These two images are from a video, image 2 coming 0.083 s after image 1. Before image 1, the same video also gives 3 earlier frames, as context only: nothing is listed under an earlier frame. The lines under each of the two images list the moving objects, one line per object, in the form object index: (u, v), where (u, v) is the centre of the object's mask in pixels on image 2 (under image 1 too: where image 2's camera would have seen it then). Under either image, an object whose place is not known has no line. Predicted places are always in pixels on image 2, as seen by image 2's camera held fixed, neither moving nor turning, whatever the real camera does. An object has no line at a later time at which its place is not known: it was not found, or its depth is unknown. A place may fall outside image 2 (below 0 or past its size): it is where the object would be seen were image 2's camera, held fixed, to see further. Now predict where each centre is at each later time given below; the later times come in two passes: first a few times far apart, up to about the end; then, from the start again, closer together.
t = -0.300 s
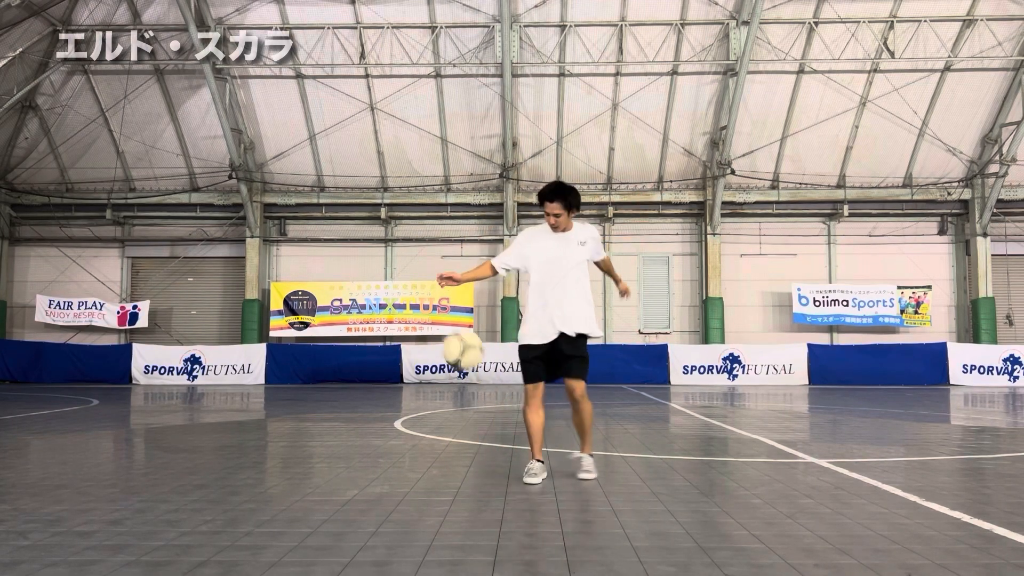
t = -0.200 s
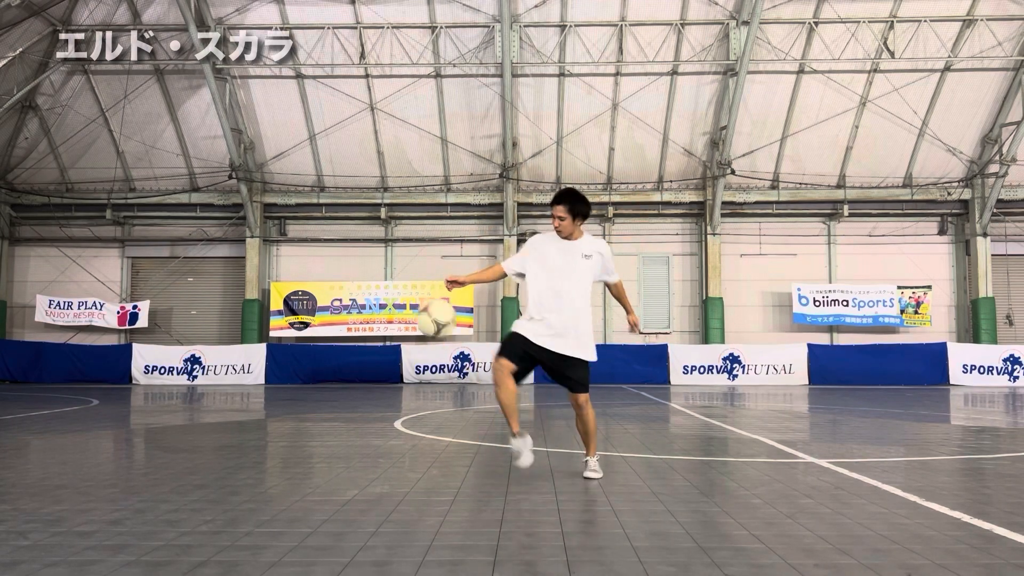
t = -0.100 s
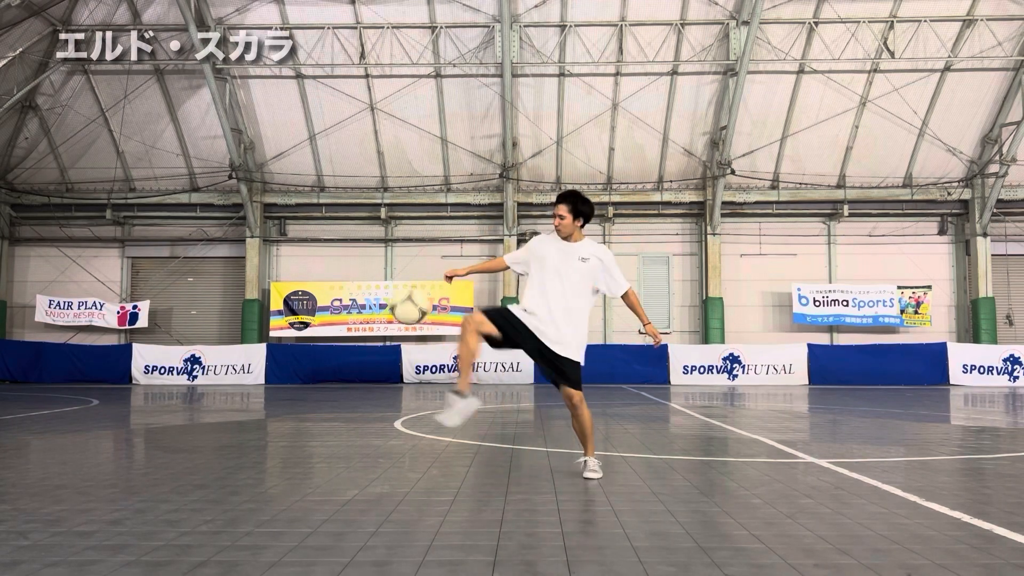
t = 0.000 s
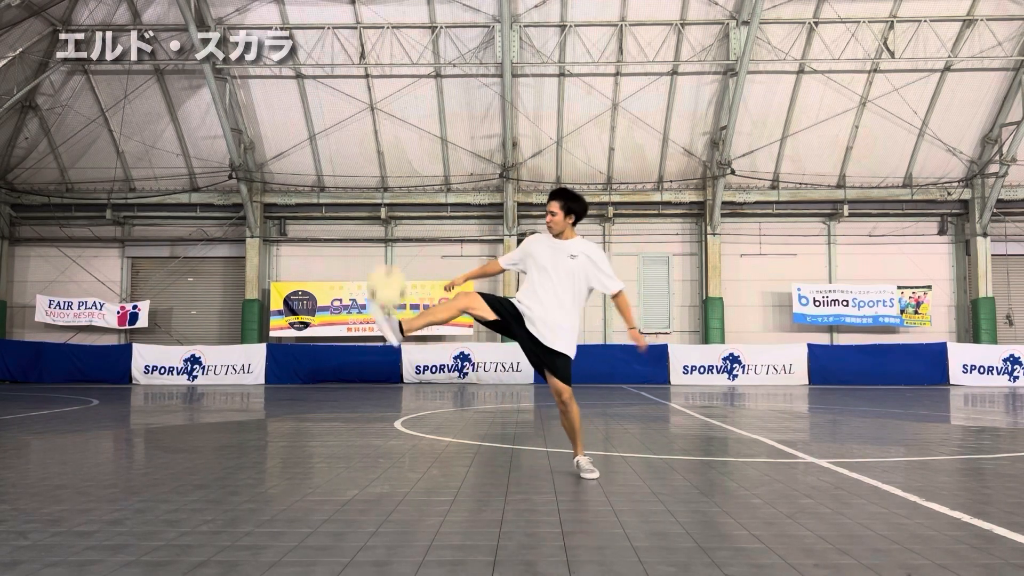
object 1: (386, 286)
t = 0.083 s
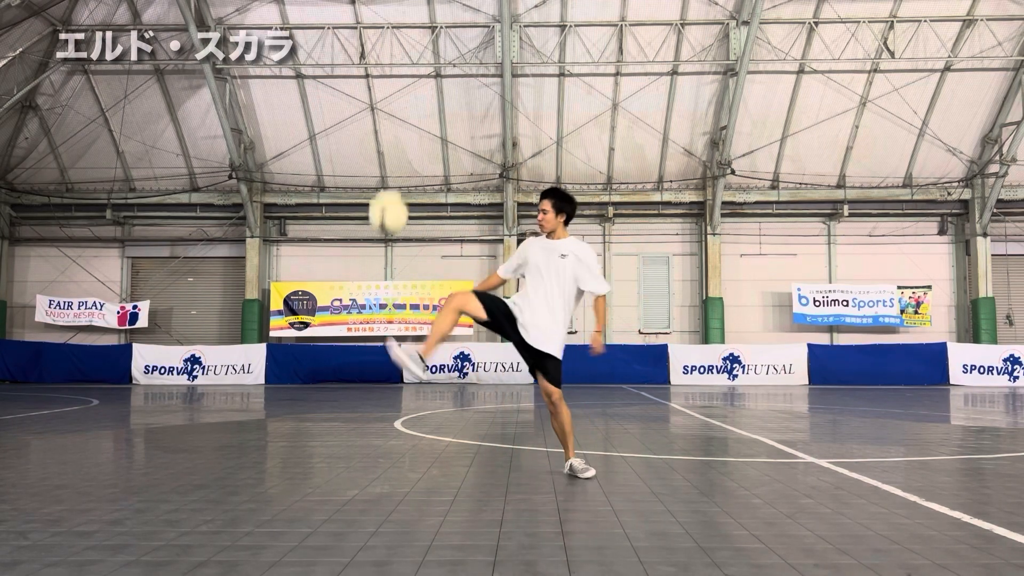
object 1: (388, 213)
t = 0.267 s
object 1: (391, 93)
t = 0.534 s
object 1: (395, 29)
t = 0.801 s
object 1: (399, 86)
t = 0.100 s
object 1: (388, 199)
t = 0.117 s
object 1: (389, 186)
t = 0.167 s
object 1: (391, 151)
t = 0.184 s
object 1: (390, 140)
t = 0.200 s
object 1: (391, 130)
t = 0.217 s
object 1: (391, 120)
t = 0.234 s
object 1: (392, 110)
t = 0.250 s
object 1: (392, 102)
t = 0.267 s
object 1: (391, 93)
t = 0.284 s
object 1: (392, 86)
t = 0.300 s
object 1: (393, 79)
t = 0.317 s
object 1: (393, 72)
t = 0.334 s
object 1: (393, 65)
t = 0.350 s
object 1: (394, 60)
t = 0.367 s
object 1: (393, 55)
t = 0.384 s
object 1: (394, 50)
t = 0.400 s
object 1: (393, 46)
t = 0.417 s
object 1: (393, 42)
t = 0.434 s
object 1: (394, 39)
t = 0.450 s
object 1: (394, 36)
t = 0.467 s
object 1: (394, 34)
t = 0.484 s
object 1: (394, 32)
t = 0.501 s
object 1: (395, 30)
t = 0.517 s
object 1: (395, 30)
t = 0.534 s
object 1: (395, 29)
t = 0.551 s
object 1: (395, 29)
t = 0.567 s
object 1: (396, 30)
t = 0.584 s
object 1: (396, 31)
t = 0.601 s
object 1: (396, 32)
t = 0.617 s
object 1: (396, 33)
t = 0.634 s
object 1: (397, 36)
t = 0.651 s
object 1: (397, 38)
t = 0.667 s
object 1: (397, 42)
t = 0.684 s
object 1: (397, 46)
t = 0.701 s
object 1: (397, 50)
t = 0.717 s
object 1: (397, 55)
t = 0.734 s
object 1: (398, 60)
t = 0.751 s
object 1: (398, 66)
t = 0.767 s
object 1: (398, 72)
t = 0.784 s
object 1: (398, 79)
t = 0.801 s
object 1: (399, 86)
